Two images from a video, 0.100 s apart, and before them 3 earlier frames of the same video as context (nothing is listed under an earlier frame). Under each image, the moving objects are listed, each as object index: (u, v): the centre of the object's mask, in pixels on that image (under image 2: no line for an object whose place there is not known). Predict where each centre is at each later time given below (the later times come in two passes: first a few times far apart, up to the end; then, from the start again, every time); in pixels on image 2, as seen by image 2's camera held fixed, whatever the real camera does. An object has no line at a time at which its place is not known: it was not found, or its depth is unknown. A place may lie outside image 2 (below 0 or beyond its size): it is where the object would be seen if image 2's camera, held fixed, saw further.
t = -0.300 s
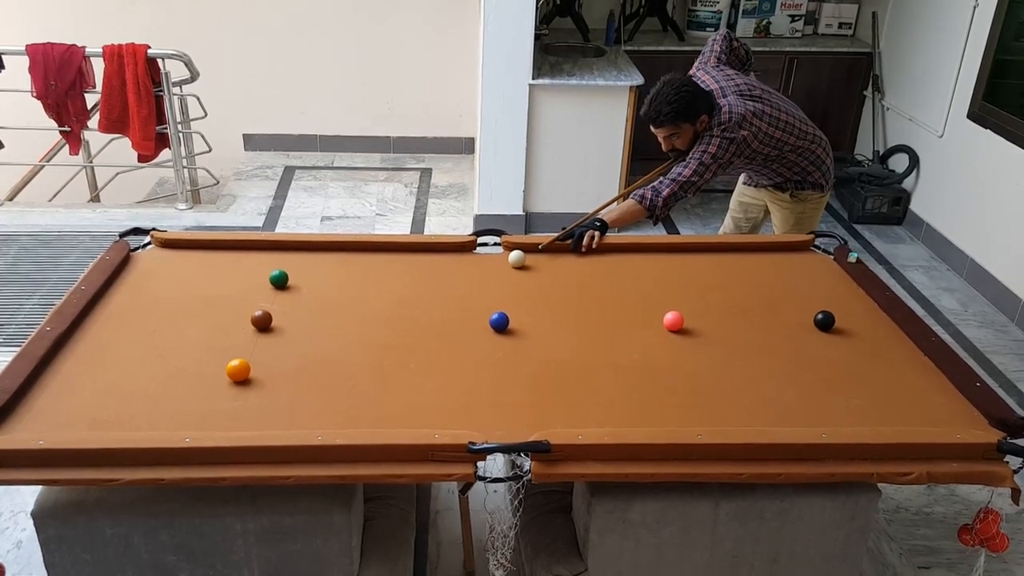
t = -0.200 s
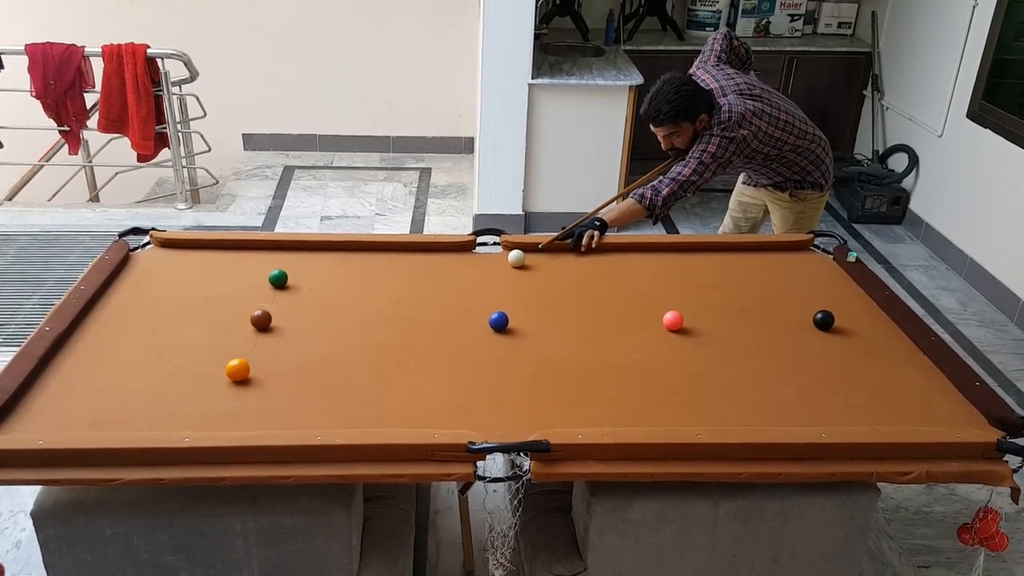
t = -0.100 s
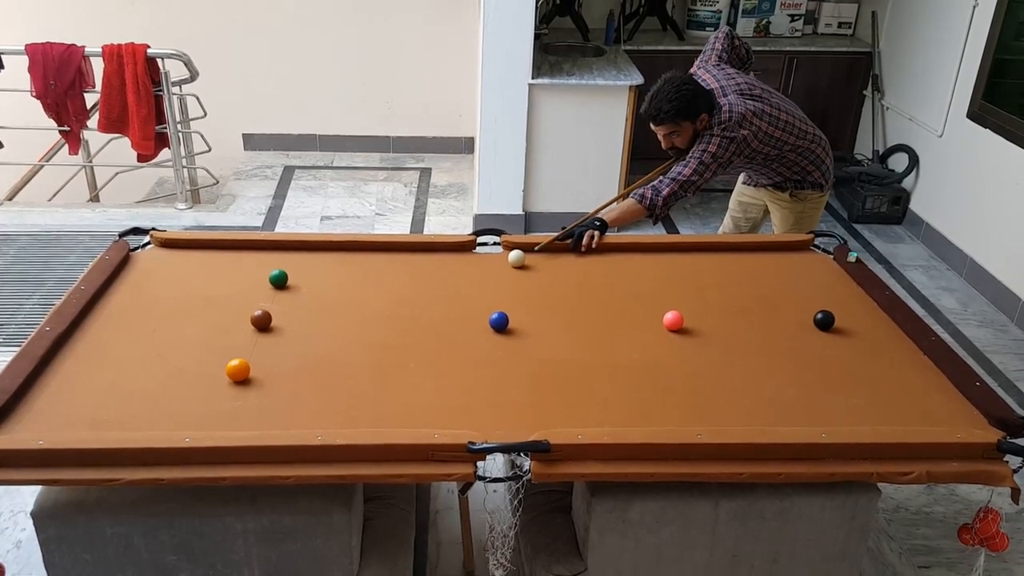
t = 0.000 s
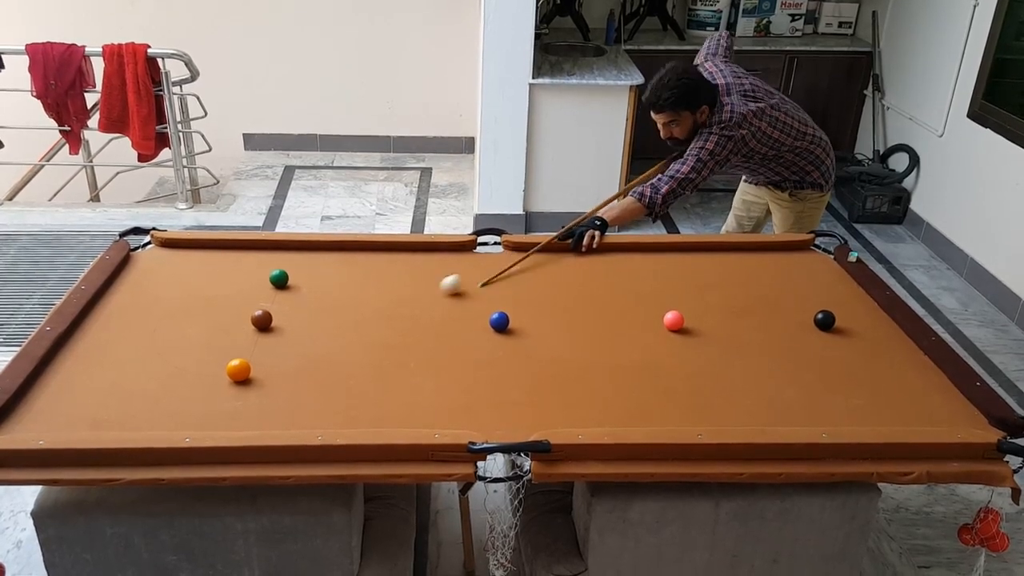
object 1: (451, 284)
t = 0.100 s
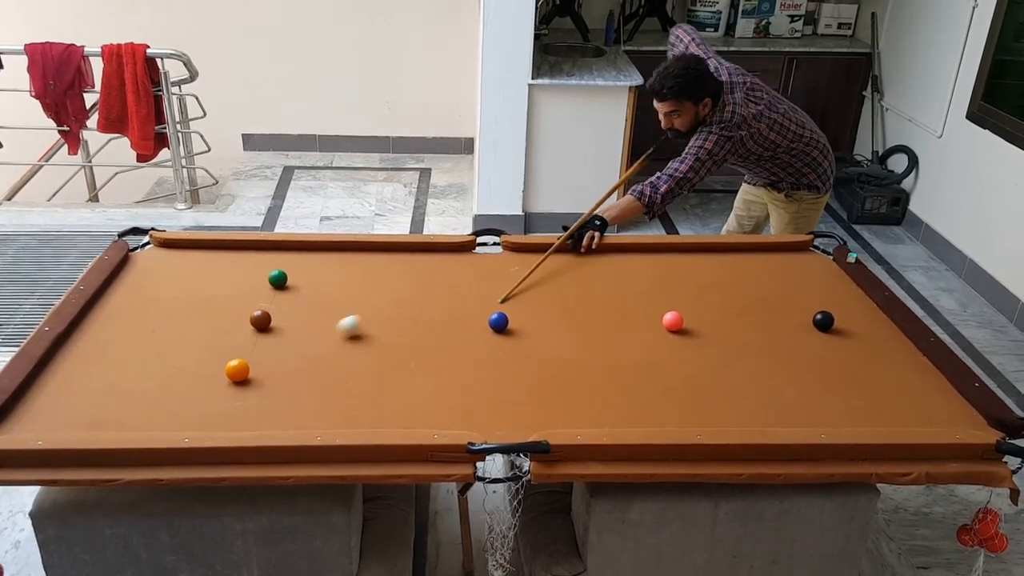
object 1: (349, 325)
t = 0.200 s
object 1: (260, 364)
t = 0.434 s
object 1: (263, 390)
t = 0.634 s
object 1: (263, 412)
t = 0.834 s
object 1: (265, 423)
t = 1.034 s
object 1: (276, 415)
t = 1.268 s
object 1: (287, 405)
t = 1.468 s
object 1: (293, 399)
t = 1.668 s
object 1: (296, 394)
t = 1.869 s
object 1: (297, 392)
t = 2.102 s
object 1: (298, 391)
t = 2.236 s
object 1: (298, 391)
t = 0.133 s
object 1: (313, 341)
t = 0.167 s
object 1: (276, 356)
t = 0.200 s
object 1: (260, 364)
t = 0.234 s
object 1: (262, 369)
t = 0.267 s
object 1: (262, 373)
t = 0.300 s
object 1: (263, 376)
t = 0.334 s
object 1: (263, 380)
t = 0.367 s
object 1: (263, 383)
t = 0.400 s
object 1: (263, 387)
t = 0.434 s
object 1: (263, 390)
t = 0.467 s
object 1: (263, 394)
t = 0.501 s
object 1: (263, 397)
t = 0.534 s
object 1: (263, 401)
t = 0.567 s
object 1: (263, 405)
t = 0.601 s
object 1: (263, 408)
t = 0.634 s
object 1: (263, 412)
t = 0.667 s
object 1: (262, 415)
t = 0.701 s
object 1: (262, 419)
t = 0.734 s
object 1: (262, 421)
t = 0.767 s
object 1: (262, 423)
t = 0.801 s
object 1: (262, 425)
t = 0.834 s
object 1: (265, 423)
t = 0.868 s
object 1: (267, 422)
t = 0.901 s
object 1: (269, 421)
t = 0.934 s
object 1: (271, 420)
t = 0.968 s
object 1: (273, 419)
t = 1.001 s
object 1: (275, 417)
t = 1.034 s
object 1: (276, 415)
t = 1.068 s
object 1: (278, 414)
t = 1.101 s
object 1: (279, 412)
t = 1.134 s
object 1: (281, 411)
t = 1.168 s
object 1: (282, 409)
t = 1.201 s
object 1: (284, 408)
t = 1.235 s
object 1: (285, 406)
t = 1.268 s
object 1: (287, 405)
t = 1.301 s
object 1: (288, 404)
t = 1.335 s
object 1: (289, 403)
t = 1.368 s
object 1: (290, 402)
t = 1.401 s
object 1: (291, 401)
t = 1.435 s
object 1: (292, 400)
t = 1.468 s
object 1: (293, 399)
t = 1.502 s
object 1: (293, 398)
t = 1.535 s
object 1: (294, 397)
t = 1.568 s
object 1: (295, 396)
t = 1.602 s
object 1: (295, 396)
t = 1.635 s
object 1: (296, 395)
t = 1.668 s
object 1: (296, 394)
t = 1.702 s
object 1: (296, 394)
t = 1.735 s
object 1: (296, 393)
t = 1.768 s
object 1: (297, 393)
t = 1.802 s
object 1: (297, 393)
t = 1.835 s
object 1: (297, 392)
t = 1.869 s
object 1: (297, 392)
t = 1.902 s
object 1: (298, 392)
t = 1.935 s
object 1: (298, 391)
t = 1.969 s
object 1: (298, 391)
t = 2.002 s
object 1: (298, 391)
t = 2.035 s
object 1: (298, 391)
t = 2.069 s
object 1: (298, 391)
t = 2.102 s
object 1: (298, 391)
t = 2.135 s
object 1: (298, 391)
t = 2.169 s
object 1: (298, 392)
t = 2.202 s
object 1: (298, 391)
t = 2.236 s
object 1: (298, 391)
